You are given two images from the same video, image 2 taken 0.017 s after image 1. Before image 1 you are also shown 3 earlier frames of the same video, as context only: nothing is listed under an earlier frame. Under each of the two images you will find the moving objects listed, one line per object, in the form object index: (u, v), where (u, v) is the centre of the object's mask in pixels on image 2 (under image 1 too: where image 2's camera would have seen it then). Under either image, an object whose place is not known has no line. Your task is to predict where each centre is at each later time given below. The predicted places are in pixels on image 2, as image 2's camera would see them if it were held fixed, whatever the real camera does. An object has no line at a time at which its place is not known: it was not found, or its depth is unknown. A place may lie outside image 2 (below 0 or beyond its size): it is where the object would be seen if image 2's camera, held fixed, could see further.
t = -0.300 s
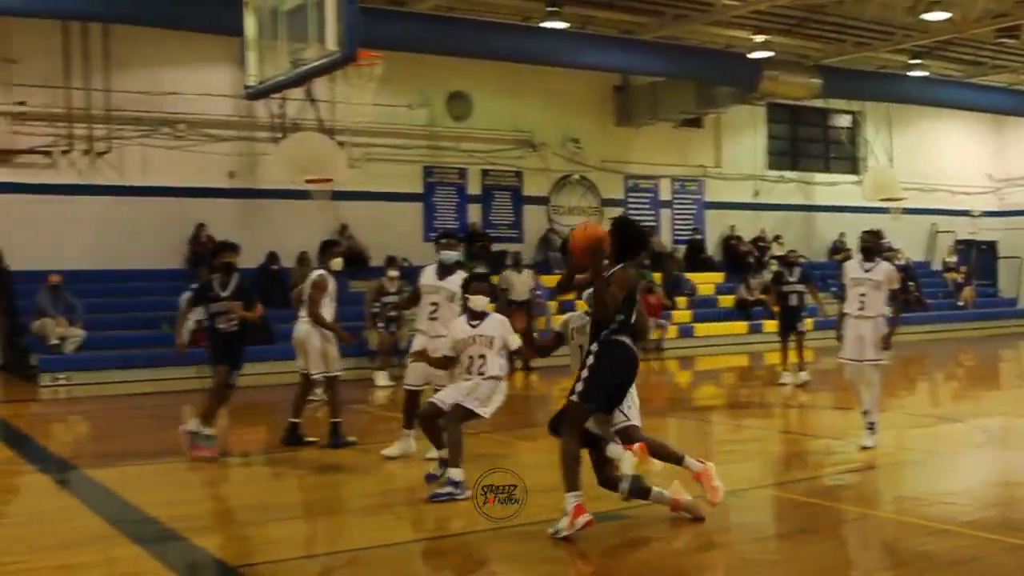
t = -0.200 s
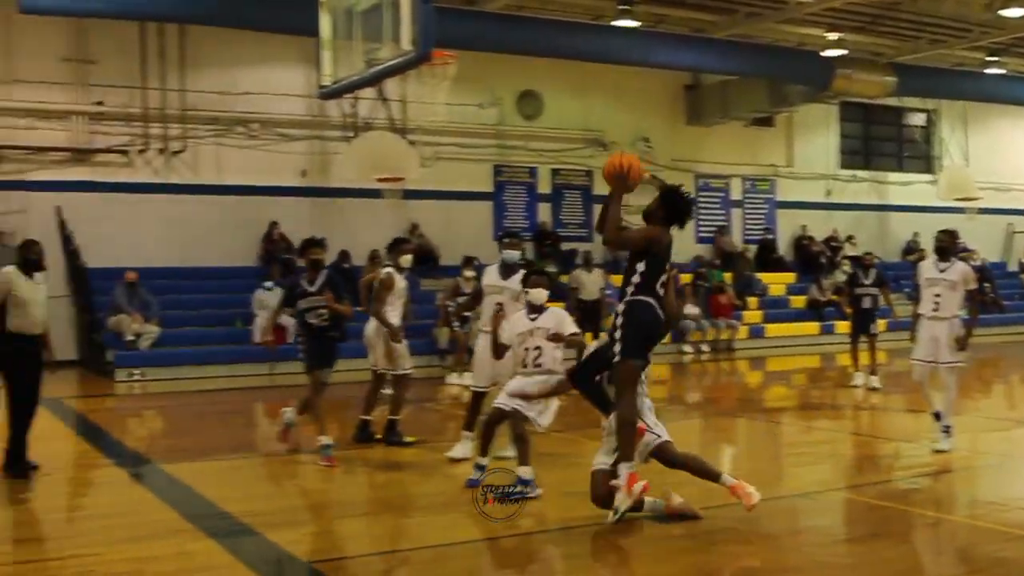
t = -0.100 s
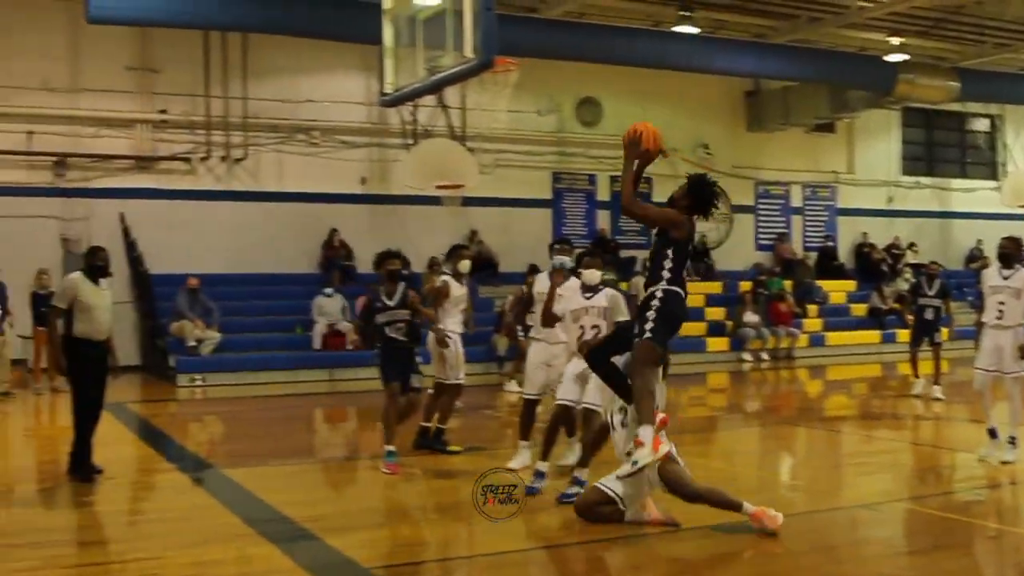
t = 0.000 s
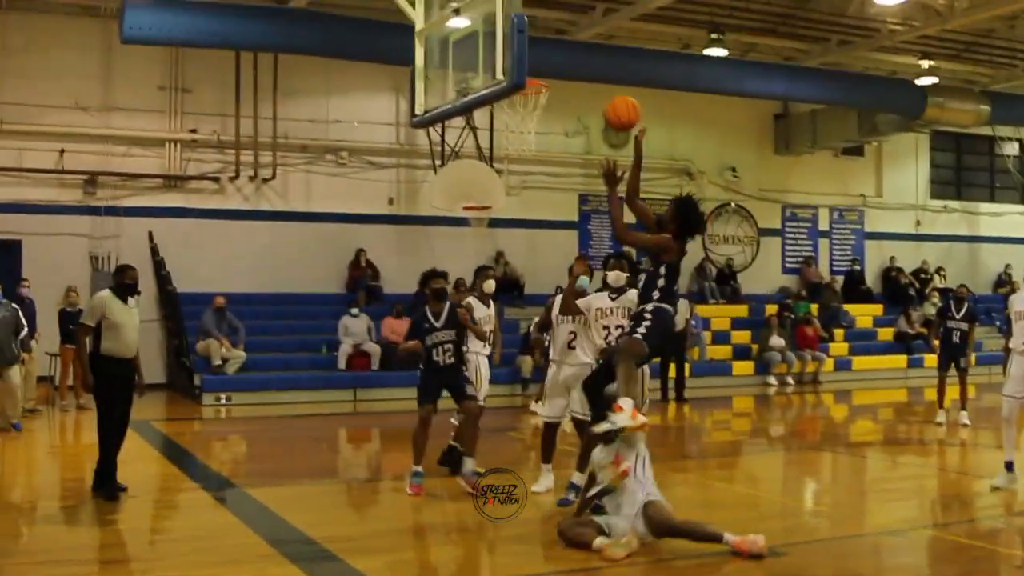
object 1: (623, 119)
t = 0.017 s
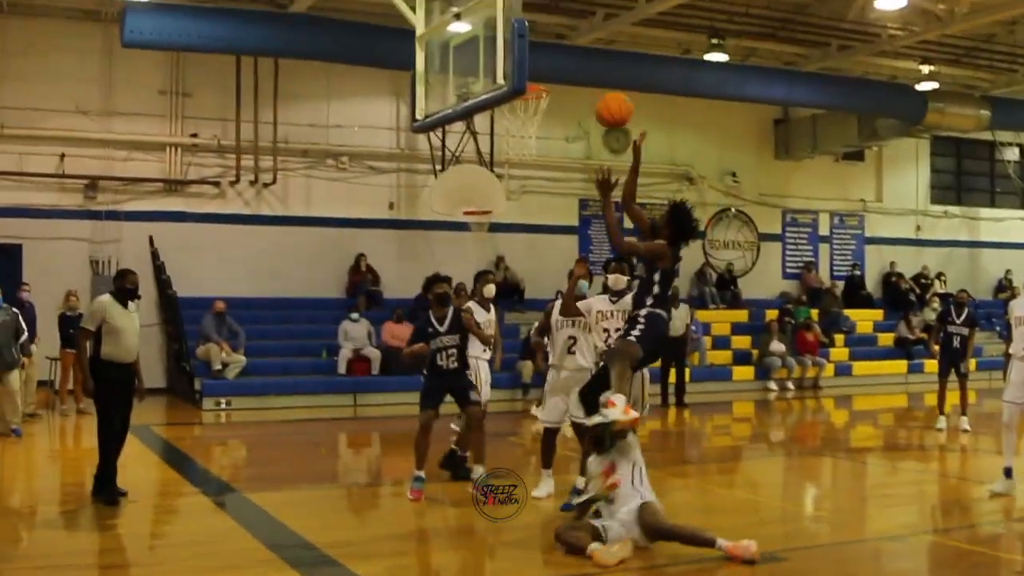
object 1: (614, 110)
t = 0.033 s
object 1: (604, 102)
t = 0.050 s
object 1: (597, 98)
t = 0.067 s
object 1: (587, 90)
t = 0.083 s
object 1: (577, 80)
